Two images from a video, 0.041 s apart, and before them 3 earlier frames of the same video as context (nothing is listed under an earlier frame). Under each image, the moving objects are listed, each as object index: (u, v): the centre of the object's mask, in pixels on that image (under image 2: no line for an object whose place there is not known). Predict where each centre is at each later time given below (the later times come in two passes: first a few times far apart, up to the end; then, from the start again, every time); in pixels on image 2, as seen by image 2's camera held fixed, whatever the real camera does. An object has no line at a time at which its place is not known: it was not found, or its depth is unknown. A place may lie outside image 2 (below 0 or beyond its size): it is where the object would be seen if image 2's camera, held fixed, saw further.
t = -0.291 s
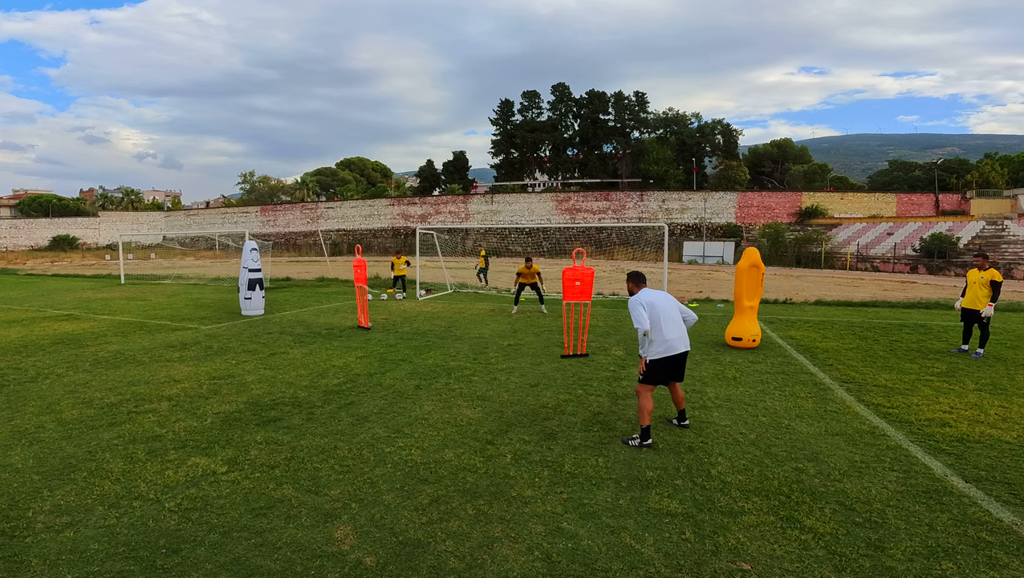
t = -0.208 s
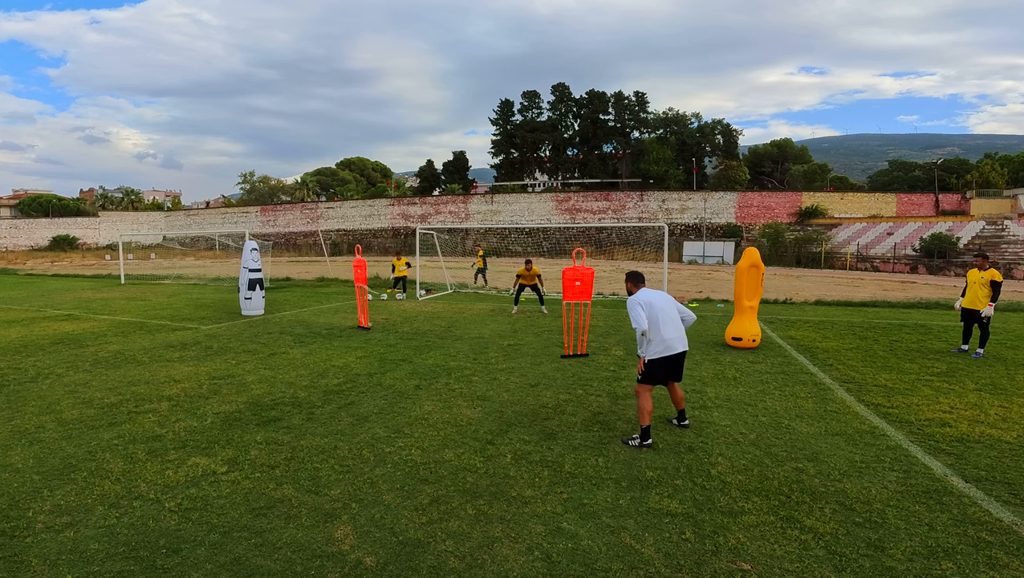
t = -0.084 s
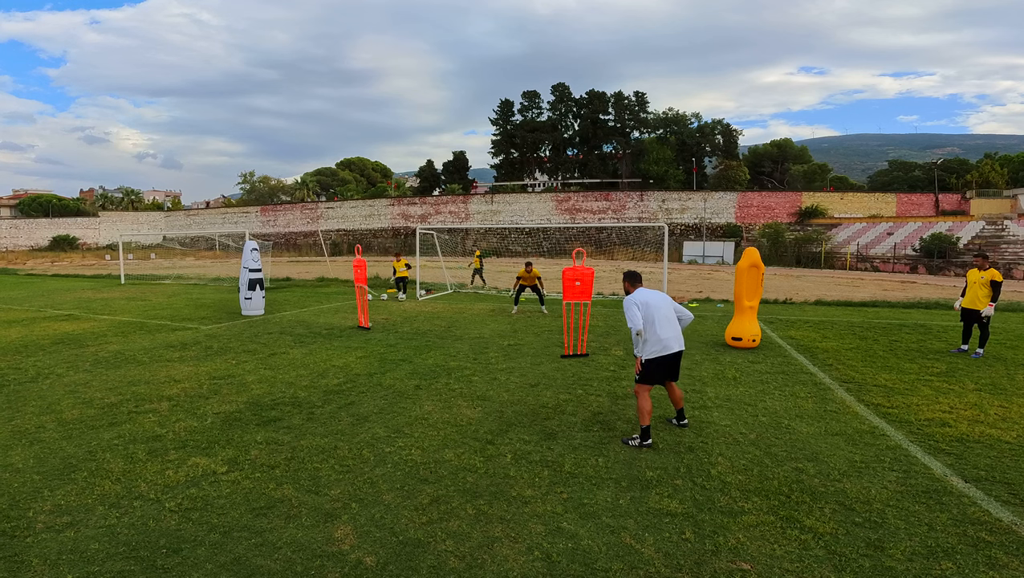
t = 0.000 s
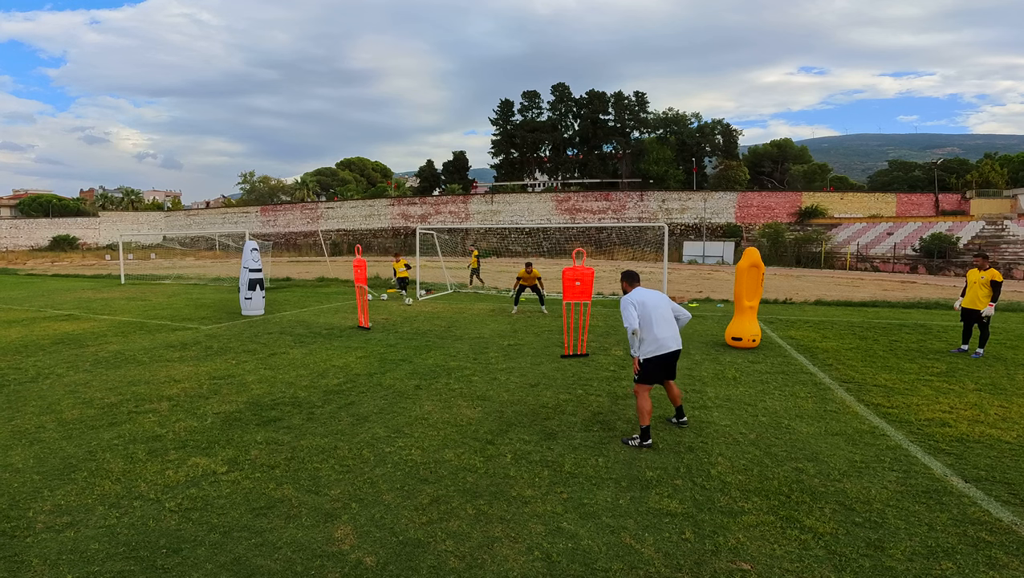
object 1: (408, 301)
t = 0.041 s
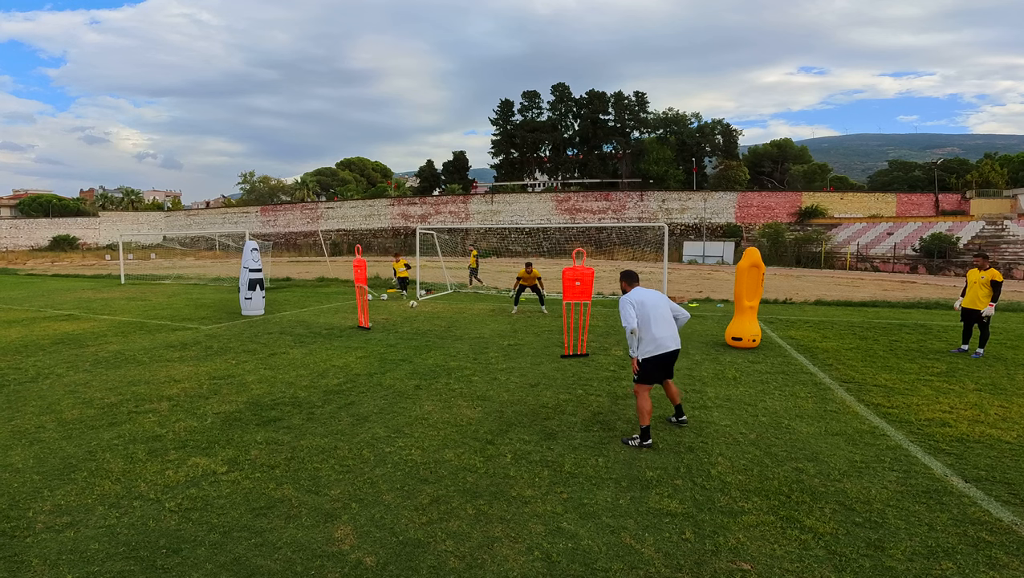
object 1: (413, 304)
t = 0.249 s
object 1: (432, 311)
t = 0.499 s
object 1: (461, 327)
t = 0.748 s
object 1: (496, 345)
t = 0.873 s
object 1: (516, 353)
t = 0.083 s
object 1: (416, 305)
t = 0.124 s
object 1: (420, 305)
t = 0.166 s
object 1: (424, 306)
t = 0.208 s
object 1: (428, 308)
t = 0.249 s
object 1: (432, 311)
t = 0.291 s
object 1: (437, 315)
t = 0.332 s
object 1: (442, 319)
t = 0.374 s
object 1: (447, 320)
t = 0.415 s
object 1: (451, 322)
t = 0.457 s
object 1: (456, 323)
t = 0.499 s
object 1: (461, 327)
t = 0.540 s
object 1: (467, 331)
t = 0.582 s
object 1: (472, 333)
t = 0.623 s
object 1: (477, 334)
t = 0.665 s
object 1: (483, 337)
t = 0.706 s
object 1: (489, 341)
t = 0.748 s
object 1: (496, 345)
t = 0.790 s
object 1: (502, 346)
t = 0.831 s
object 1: (509, 349)
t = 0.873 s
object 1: (516, 353)
